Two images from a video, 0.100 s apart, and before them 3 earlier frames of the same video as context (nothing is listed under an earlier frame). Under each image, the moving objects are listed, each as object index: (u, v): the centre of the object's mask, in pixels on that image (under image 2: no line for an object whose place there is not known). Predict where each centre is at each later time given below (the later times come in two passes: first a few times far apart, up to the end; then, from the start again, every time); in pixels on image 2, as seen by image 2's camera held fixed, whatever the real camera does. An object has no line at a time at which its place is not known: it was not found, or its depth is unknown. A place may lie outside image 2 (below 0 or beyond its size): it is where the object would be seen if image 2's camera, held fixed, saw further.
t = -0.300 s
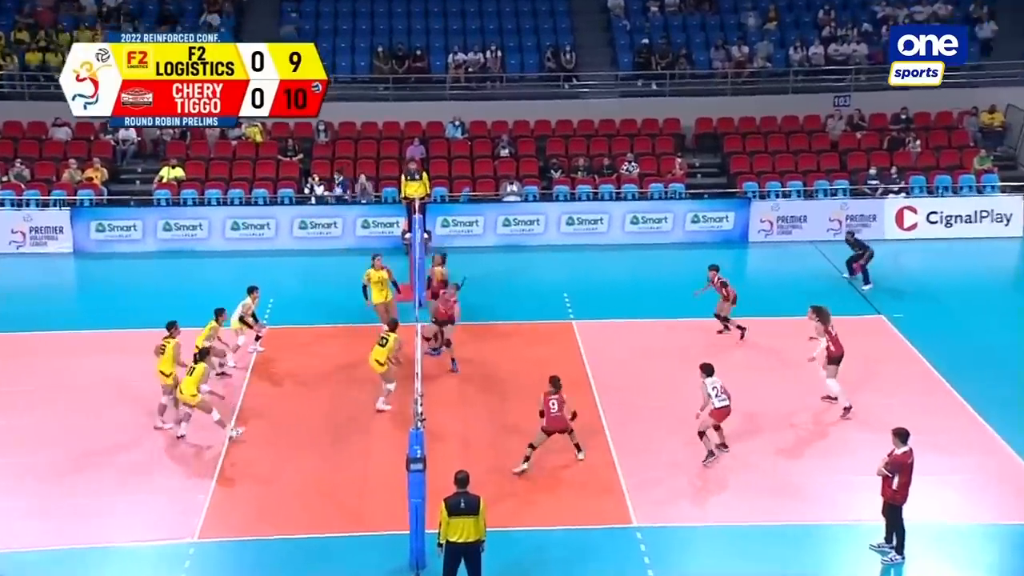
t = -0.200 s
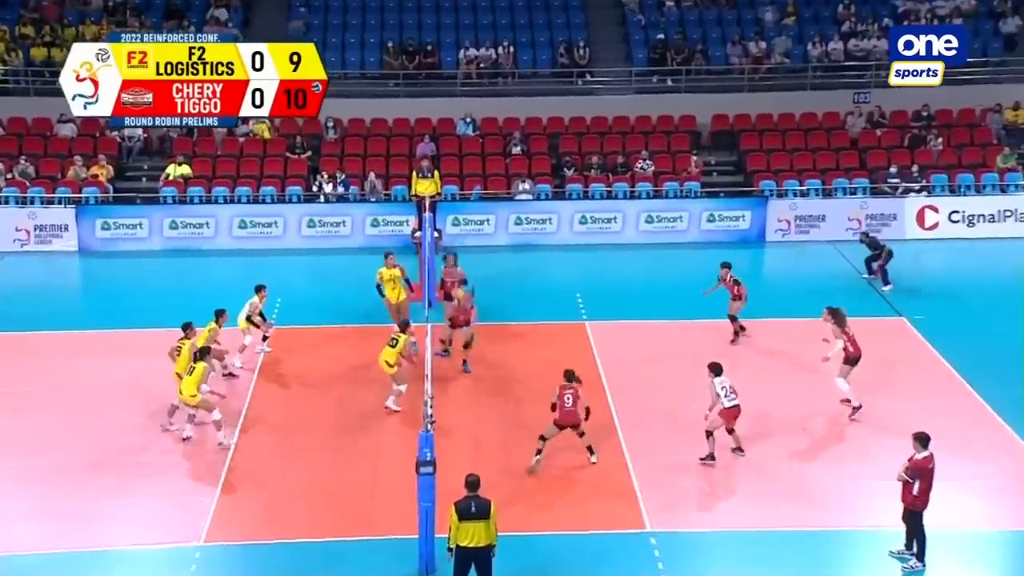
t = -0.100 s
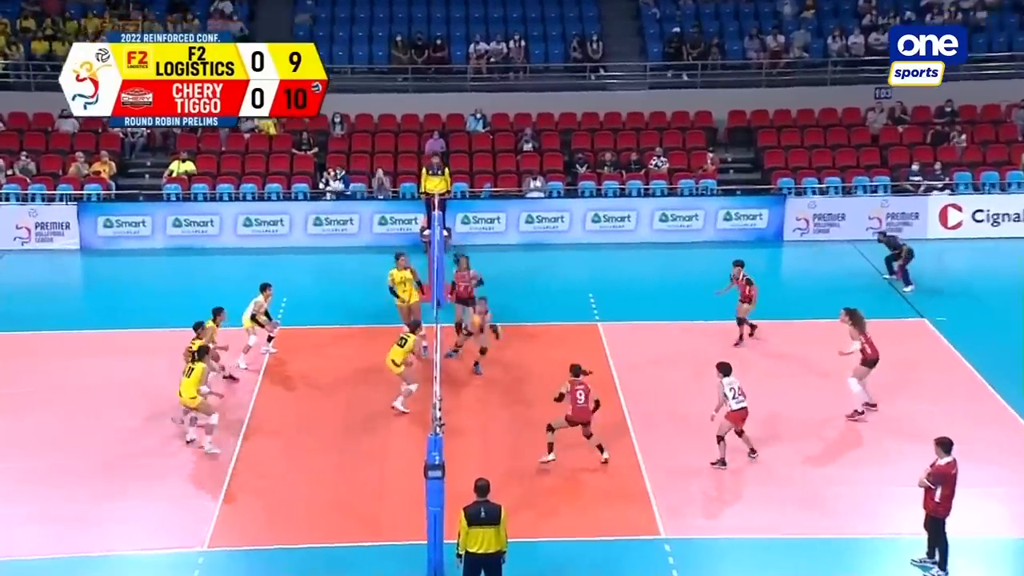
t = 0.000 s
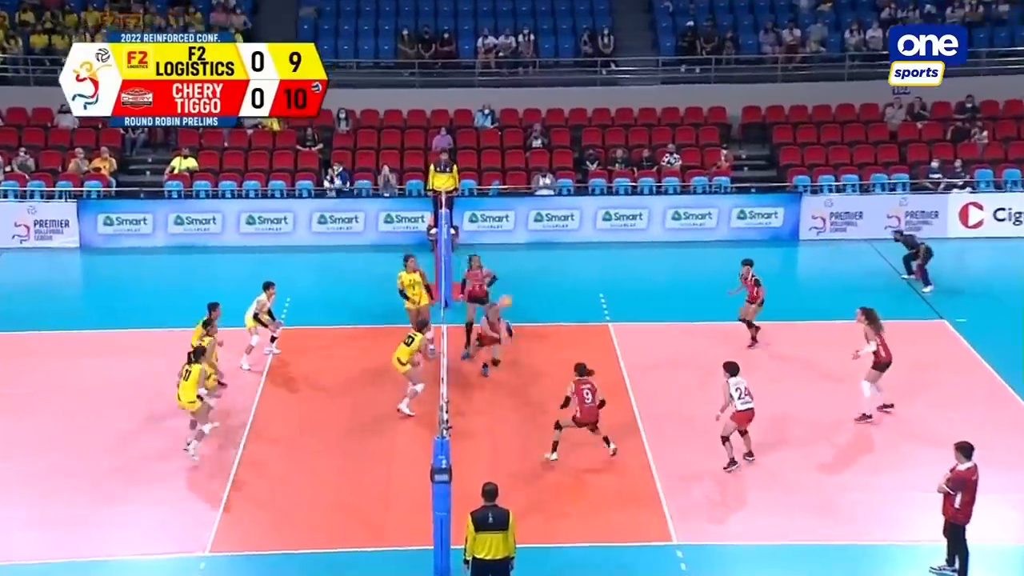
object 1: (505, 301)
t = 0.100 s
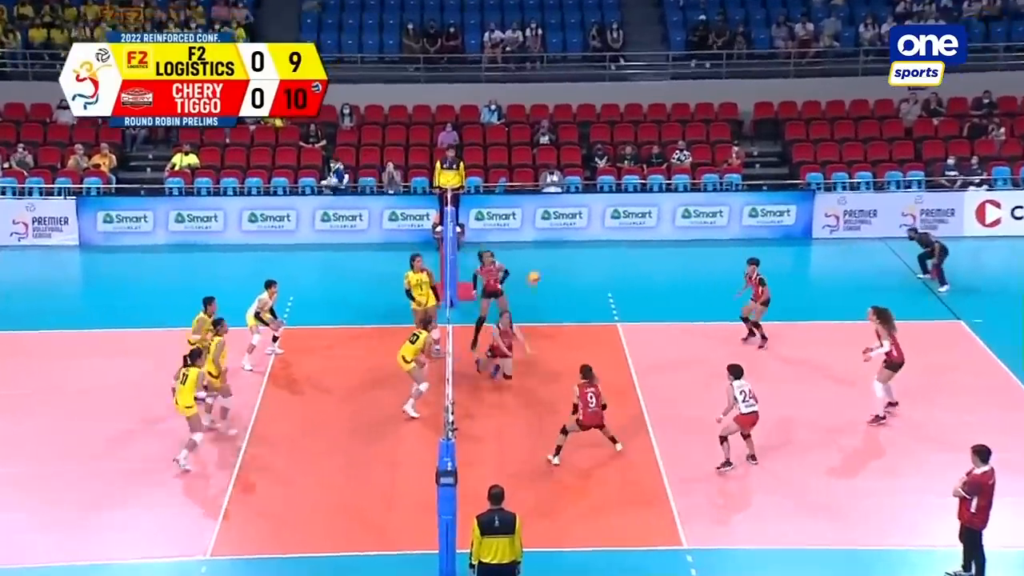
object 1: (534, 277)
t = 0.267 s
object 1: (569, 252)
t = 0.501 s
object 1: (620, 246)
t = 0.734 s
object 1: (669, 274)
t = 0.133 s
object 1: (540, 271)
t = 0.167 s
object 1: (546, 267)
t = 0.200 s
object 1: (554, 262)
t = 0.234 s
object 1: (562, 257)
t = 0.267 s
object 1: (569, 252)
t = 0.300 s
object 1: (576, 250)
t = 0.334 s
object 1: (584, 248)
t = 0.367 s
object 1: (591, 247)
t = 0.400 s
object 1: (597, 246)
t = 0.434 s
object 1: (606, 244)
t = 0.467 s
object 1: (612, 244)
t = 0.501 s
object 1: (620, 246)
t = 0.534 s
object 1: (626, 249)
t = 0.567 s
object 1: (633, 250)
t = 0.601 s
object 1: (640, 252)
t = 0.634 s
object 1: (649, 258)
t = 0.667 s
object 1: (655, 262)
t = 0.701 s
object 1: (663, 268)
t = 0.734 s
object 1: (669, 274)
